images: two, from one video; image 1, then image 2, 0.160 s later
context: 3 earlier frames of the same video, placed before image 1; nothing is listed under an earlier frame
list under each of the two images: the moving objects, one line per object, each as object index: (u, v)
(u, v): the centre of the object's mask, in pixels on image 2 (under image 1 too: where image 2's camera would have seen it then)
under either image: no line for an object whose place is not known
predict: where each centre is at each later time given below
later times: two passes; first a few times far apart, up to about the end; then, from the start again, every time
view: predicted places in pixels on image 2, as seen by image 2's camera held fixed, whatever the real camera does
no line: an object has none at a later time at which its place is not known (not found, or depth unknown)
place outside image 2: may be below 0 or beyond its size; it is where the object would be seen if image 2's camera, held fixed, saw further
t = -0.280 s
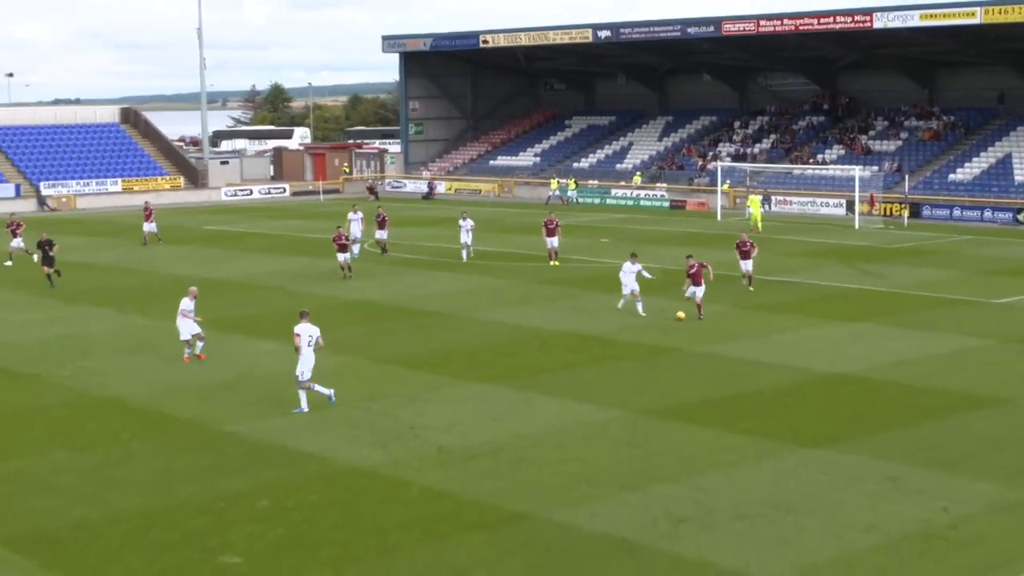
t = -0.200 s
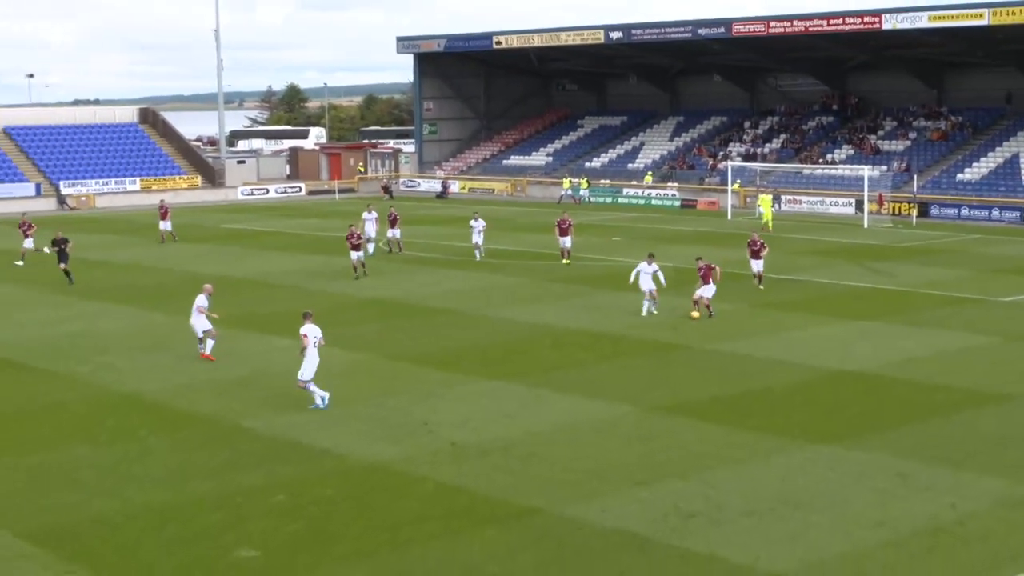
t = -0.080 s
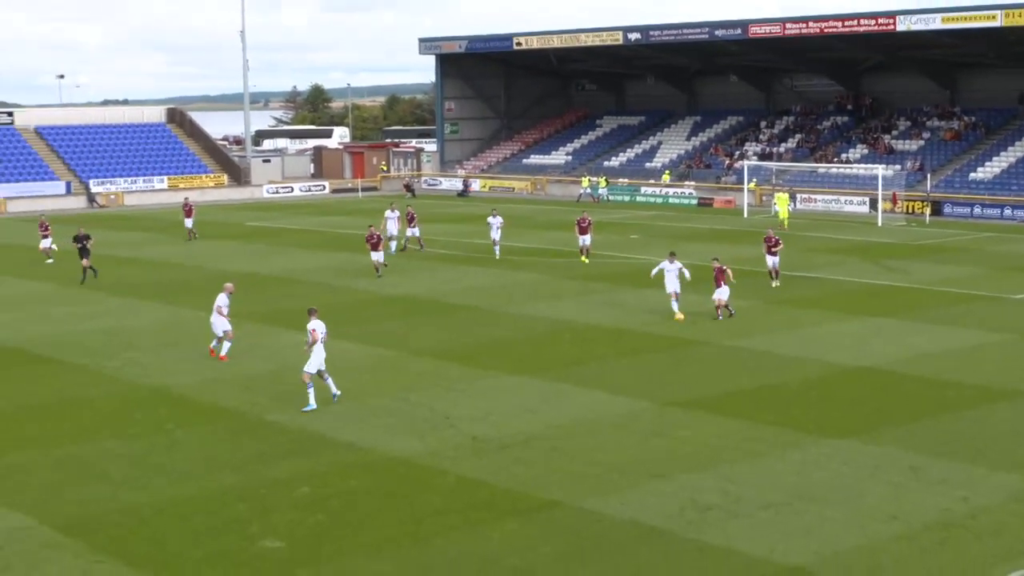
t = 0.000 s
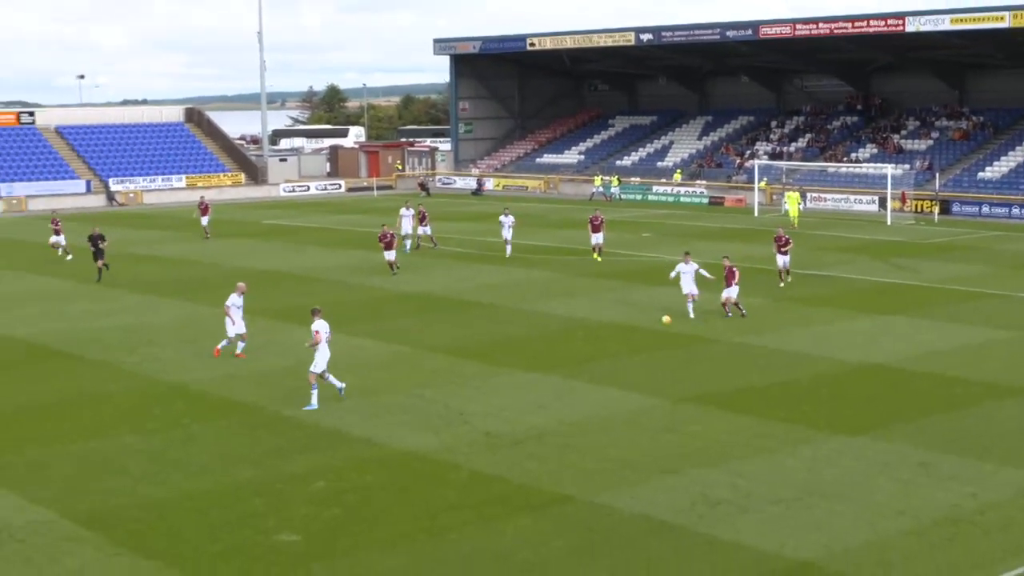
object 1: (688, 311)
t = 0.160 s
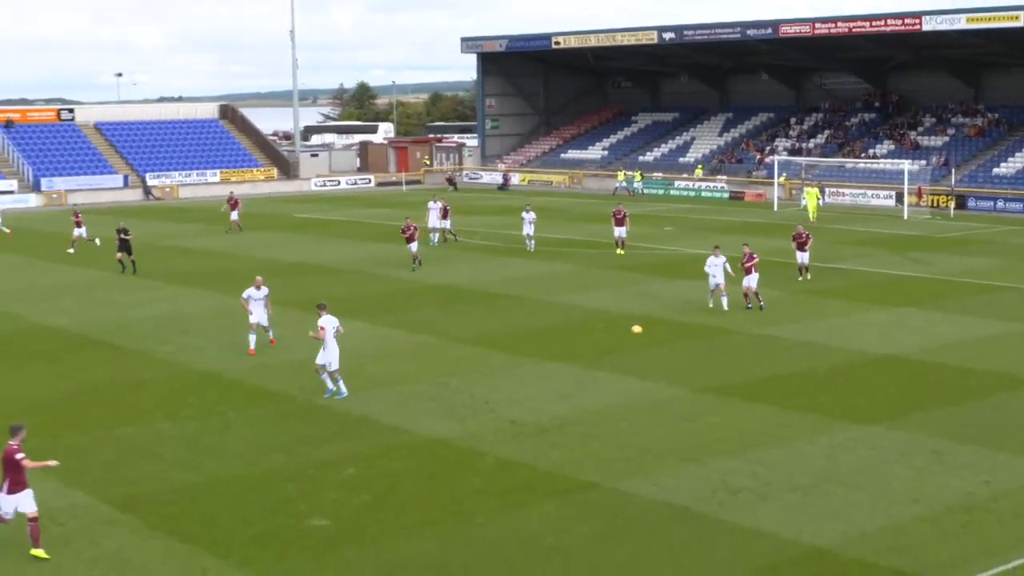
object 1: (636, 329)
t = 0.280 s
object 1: (593, 352)
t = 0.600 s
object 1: (456, 451)
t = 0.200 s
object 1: (623, 336)
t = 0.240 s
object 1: (608, 343)
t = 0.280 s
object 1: (593, 352)
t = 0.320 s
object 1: (578, 361)
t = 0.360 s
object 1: (563, 370)
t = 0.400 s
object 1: (546, 381)
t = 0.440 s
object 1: (530, 392)
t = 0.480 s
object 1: (513, 406)
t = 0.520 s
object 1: (495, 421)
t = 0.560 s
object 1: (476, 439)
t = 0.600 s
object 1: (456, 451)
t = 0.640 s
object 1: (437, 456)
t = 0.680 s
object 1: (416, 465)
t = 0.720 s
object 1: (394, 474)
